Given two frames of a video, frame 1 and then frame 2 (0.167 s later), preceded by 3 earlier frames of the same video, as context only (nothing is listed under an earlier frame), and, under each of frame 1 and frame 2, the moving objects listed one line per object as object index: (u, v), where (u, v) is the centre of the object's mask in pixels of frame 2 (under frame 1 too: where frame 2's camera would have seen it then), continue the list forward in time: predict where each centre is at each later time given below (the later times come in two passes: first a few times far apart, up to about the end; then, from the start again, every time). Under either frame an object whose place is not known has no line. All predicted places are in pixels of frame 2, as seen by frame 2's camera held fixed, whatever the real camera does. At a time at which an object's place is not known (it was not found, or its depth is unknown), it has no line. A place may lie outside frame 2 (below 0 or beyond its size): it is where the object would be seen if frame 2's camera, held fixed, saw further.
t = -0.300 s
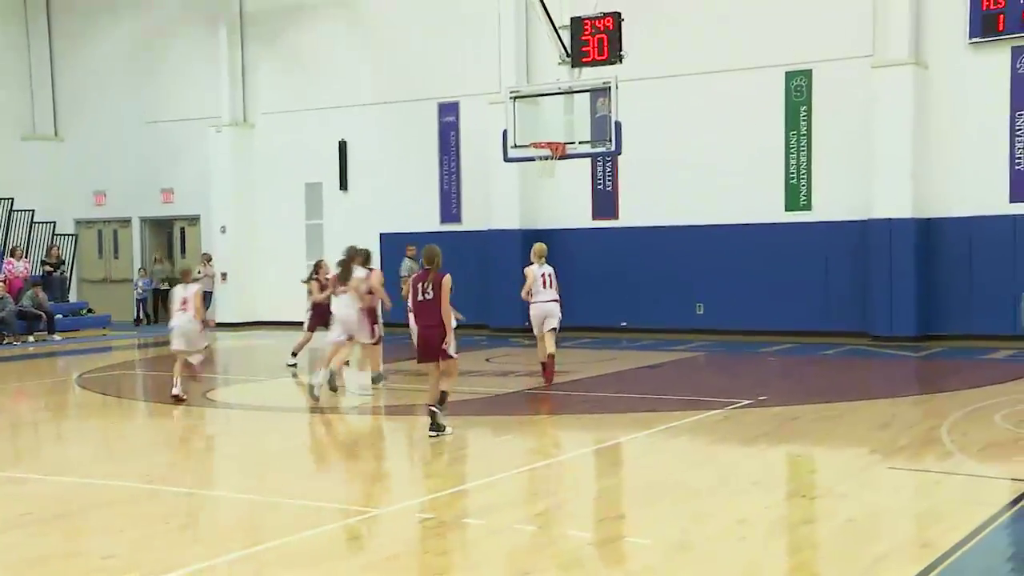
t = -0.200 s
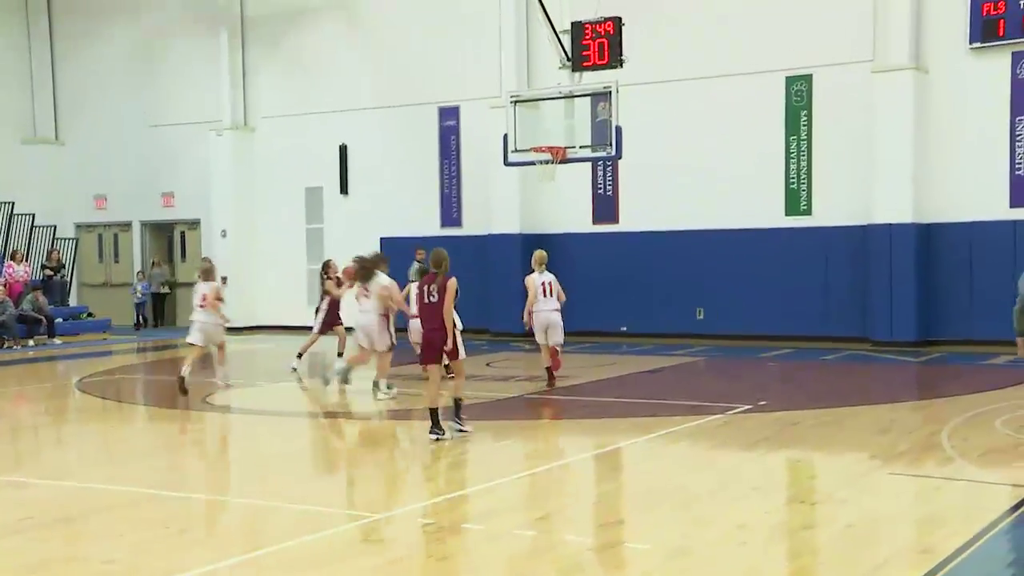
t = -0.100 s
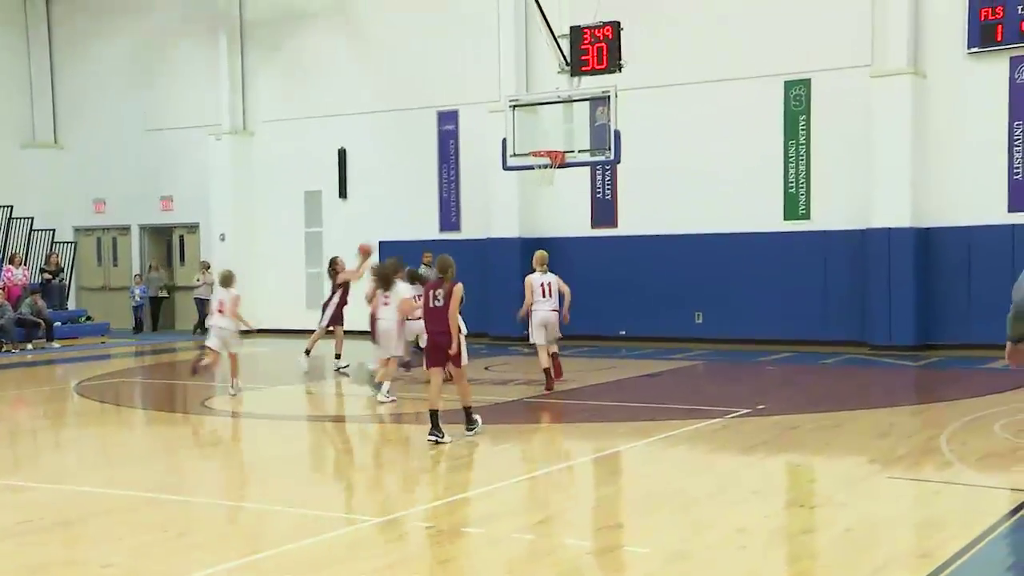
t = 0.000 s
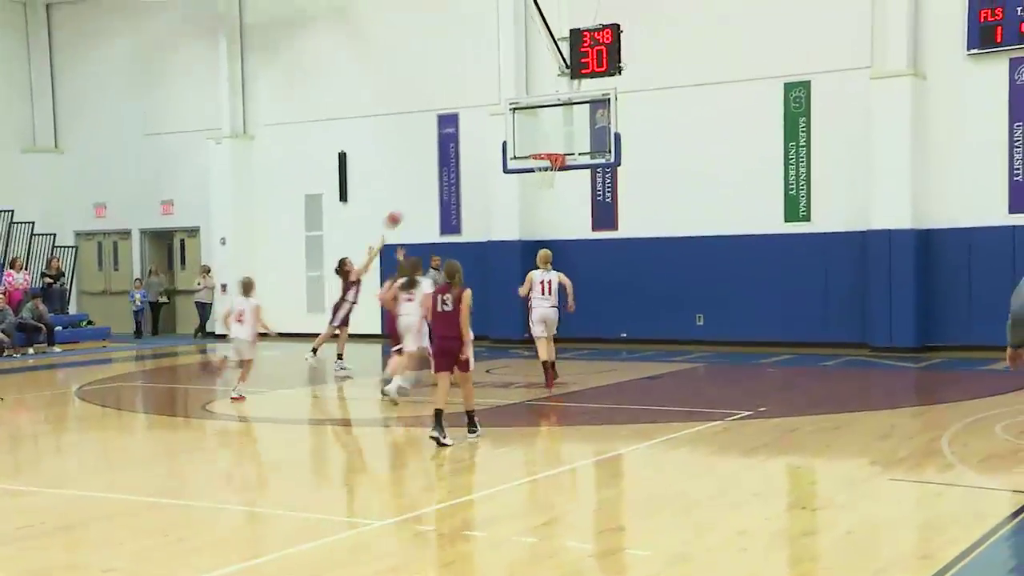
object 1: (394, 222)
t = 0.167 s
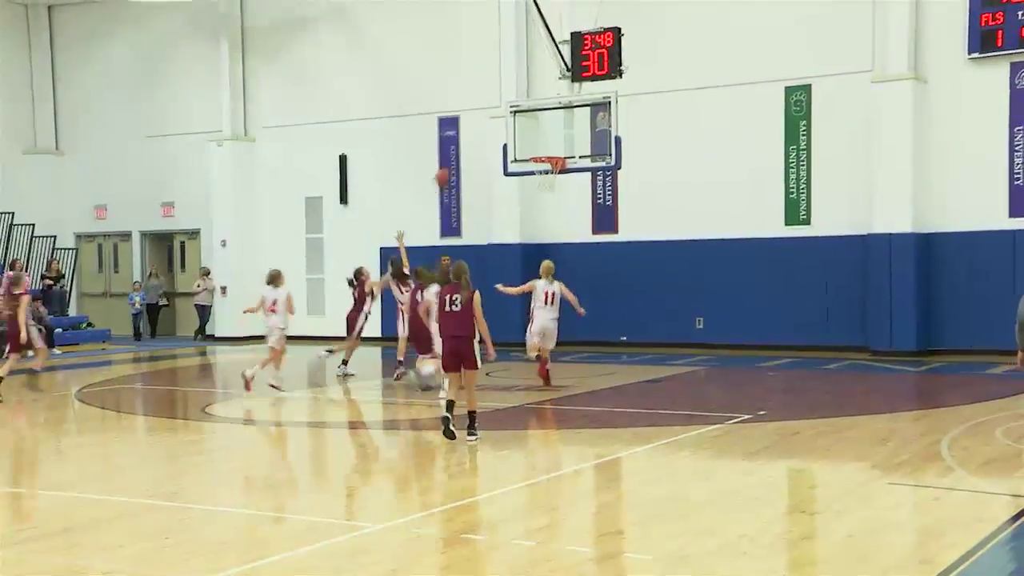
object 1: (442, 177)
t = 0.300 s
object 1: (481, 156)
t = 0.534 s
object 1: (548, 148)
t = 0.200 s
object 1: (452, 171)
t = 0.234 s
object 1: (460, 165)
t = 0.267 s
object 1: (471, 160)
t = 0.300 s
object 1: (481, 156)
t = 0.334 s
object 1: (490, 153)
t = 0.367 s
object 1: (500, 150)
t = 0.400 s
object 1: (509, 148)
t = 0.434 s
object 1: (519, 147)
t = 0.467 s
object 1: (529, 146)
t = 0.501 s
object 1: (538, 147)
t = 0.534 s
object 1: (548, 148)
